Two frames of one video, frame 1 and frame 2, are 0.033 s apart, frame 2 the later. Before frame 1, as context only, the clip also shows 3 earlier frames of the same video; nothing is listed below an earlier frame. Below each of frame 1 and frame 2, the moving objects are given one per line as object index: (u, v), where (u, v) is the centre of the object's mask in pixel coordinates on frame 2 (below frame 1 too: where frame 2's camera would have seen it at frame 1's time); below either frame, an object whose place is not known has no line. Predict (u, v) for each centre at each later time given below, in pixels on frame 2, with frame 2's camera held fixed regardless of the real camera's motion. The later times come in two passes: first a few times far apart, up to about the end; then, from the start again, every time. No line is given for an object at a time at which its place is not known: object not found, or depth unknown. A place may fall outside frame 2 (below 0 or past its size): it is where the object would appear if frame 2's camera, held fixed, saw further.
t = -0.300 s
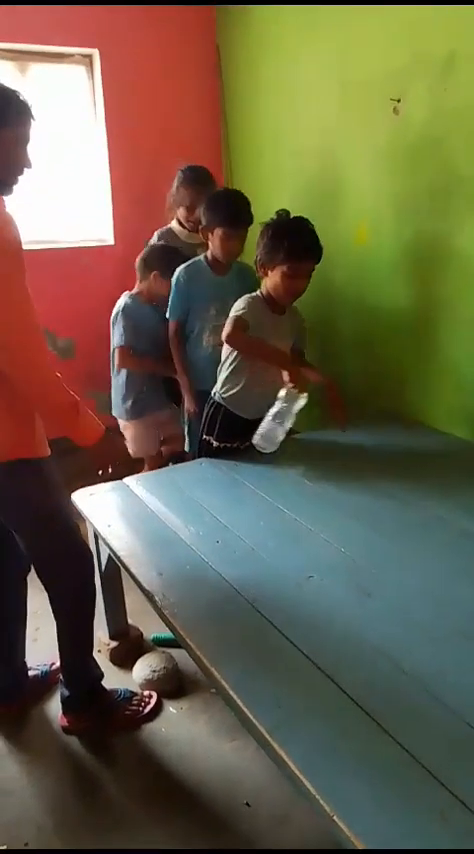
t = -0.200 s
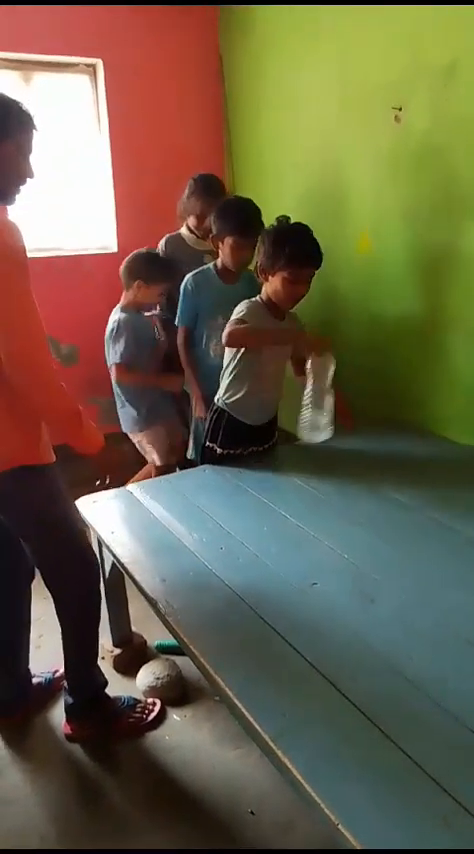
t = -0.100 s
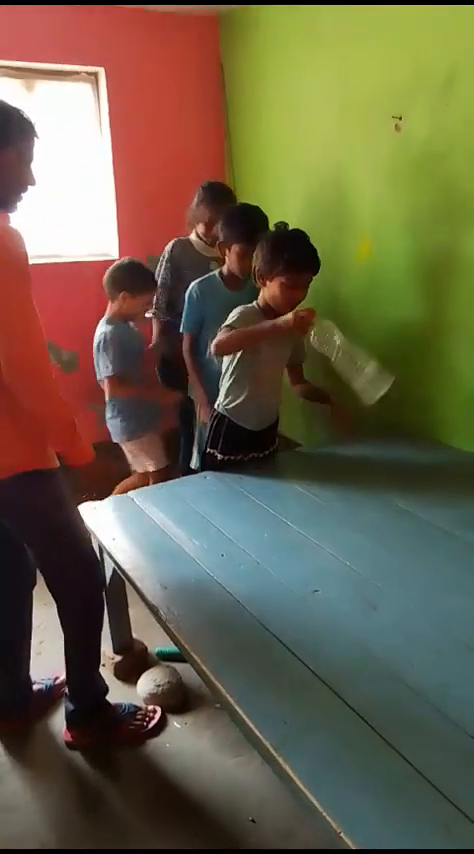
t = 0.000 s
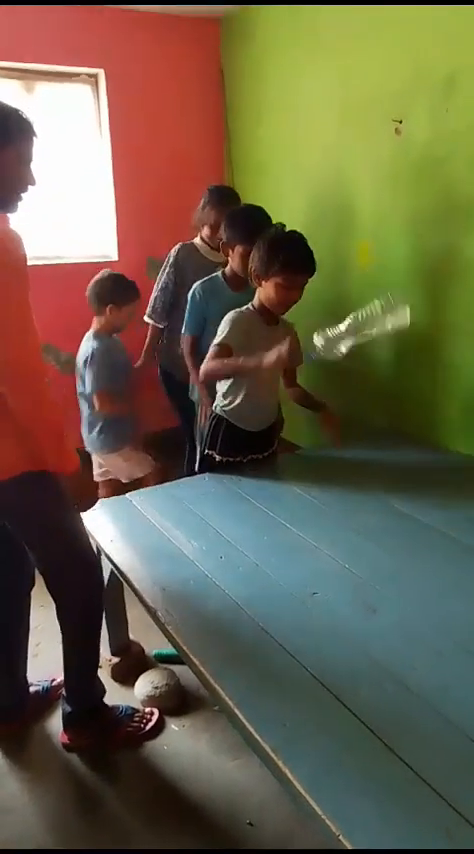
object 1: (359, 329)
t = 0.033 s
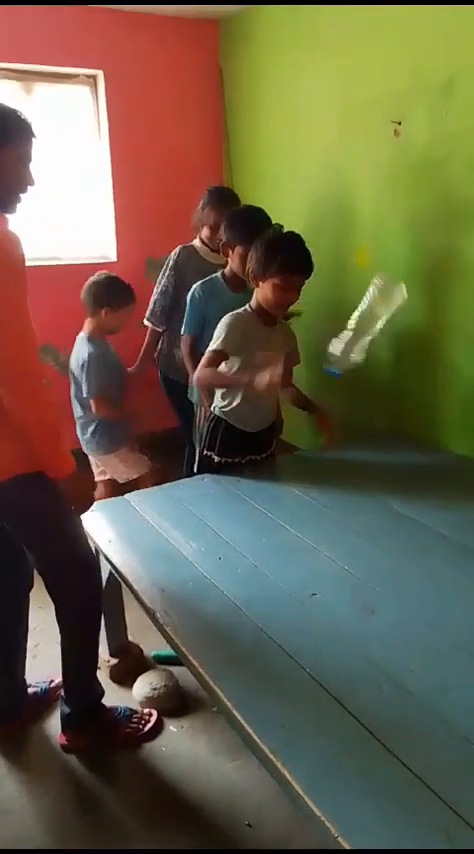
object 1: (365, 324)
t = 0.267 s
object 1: (387, 296)
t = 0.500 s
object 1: (322, 481)
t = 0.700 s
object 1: (303, 507)
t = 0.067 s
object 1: (375, 320)
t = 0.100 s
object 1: (387, 313)
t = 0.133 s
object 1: (396, 300)
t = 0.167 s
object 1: (399, 291)
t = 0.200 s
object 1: (398, 286)
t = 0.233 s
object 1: (396, 288)
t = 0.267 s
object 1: (387, 296)
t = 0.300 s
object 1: (377, 310)
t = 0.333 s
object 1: (368, 330)
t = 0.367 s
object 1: (358, 358)
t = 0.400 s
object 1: (349, 390)
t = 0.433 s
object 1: (342, 426)
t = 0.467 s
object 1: (335, 465)
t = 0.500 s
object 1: (322, 481)
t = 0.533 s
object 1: (311, 487)
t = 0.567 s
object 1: (307, 499)
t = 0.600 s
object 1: (307, 506)
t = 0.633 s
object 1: (305, 506)
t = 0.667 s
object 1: (303, 507)
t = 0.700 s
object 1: (303, 507)
